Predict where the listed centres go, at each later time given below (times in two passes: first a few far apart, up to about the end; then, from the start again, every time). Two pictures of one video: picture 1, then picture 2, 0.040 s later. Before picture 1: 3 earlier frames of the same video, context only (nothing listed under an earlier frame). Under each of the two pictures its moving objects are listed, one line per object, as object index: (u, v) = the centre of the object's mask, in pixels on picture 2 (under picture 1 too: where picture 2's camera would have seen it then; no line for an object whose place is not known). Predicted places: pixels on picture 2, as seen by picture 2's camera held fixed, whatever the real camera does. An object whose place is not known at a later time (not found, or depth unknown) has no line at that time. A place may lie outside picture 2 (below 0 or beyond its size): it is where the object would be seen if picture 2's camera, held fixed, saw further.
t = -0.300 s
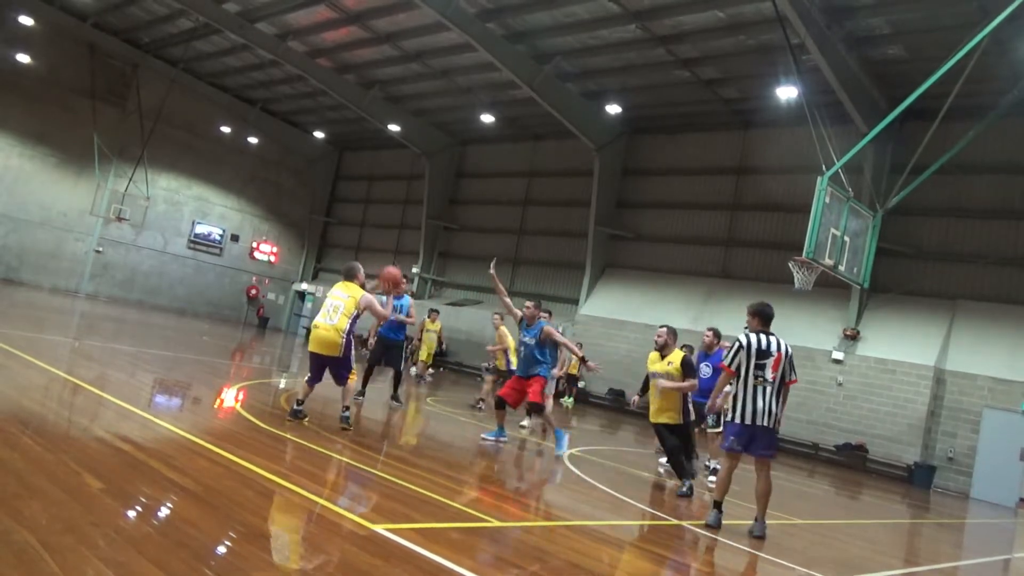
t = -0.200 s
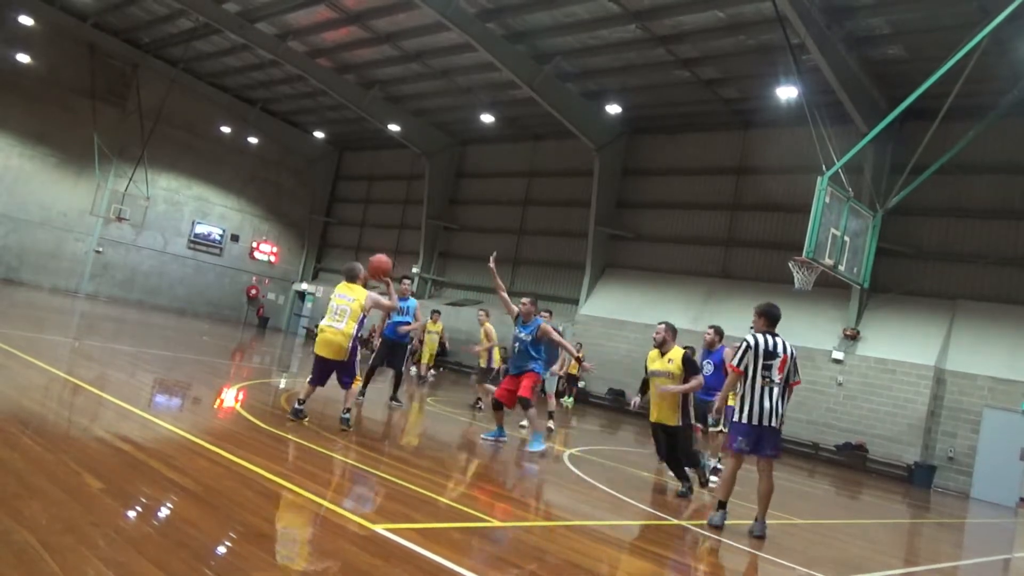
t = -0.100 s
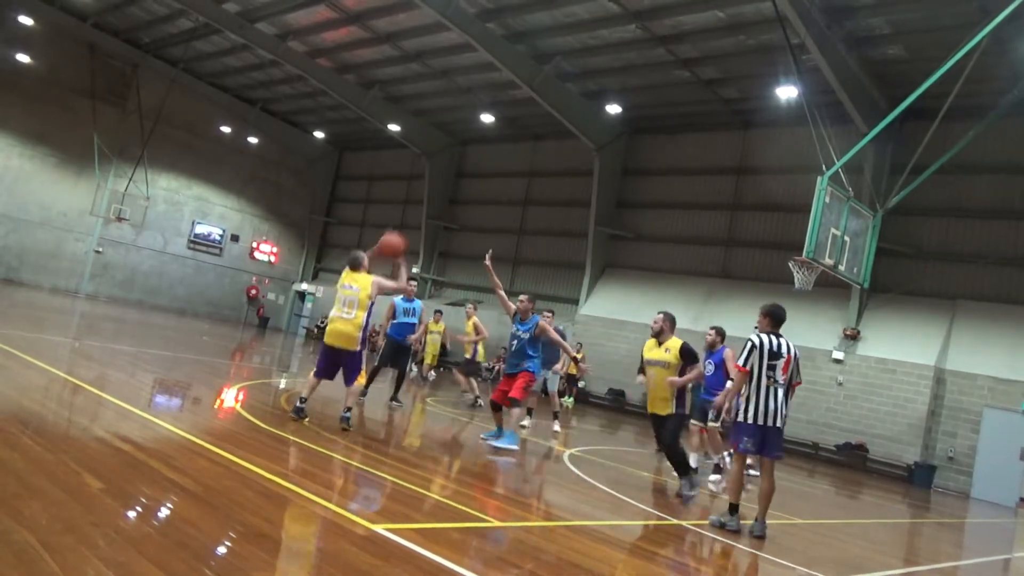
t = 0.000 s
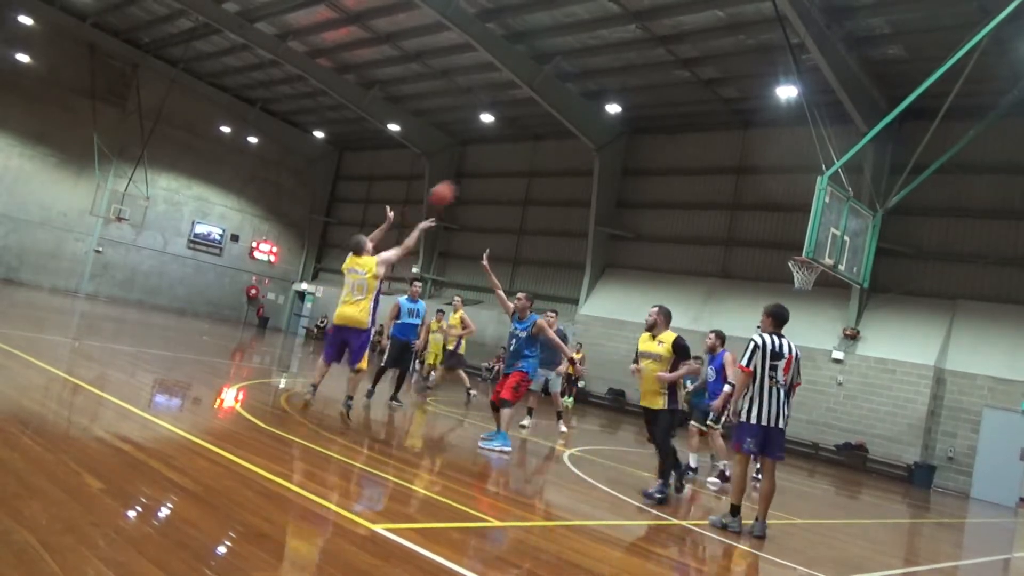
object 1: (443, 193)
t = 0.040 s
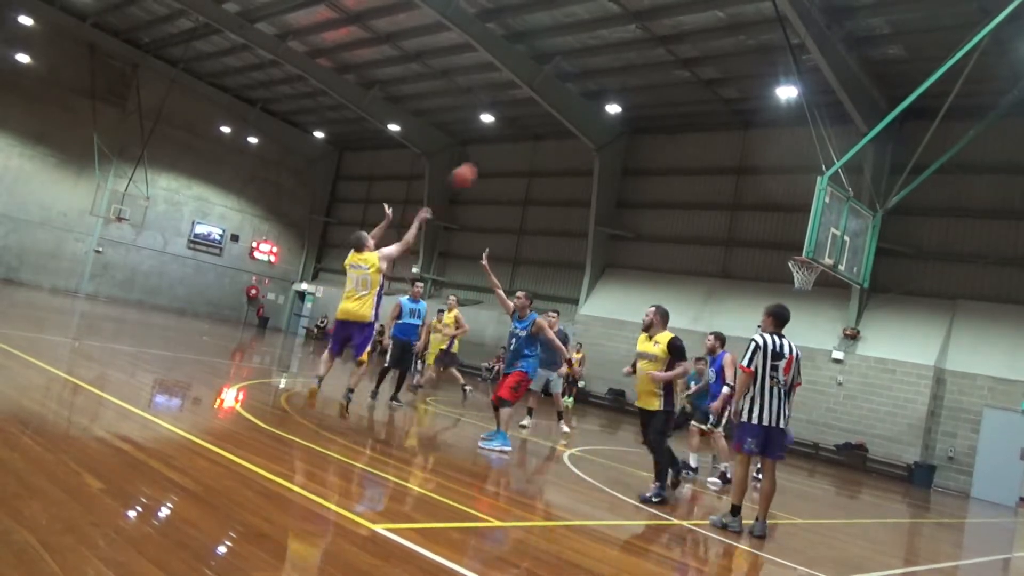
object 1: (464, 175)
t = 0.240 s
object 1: (559, 114)
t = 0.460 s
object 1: (641, 93)
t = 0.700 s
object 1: (711, 114)
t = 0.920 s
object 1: (760, 167)
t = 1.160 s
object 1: (798, 255)
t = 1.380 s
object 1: (818, 293)
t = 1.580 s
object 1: (825, 339)
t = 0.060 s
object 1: (475, 167)
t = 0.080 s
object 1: (485, 159)
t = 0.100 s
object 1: (495, 151)
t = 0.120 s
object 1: (506, 143)
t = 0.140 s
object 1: (515, 138)
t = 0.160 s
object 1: (524, 133)
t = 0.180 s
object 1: (532, 129)
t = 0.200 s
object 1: (542, 124)
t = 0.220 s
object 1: (551, 119)
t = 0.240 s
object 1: (559, 114)
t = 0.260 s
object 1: (567, 111)
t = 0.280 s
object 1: (576, 107)
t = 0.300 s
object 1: (584, 103)
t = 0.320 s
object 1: (592, 101)
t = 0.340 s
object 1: (599, 99)
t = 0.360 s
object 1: (605, 97)
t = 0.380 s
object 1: (613, 95)
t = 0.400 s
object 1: (621, 94)
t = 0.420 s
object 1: (627, 93)
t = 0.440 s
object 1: (634, 93)
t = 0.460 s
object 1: (641, 93)
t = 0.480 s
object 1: (648, 93)
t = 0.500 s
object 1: (654, 93)
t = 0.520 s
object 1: (660, 94)
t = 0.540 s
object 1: (666, 95)
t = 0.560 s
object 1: (672, 96)
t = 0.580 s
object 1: (678, 99)
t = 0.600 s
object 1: (684, 100)
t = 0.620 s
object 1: (690, 102)
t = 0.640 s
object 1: (695, 105)
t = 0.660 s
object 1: (700, 107)
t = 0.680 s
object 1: (705, 110)
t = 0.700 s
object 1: (711, 114)
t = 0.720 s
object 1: (716, 118)
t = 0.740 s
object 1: (720, 121)
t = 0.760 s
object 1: (725, 125)
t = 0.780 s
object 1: (730, 129)
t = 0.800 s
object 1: (735, 134)
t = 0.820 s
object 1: (739, 139)
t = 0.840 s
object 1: (743, 144)
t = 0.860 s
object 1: (747, 149)
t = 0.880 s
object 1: (751, 155)
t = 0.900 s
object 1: (756, 161)
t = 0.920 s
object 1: (760, 167)
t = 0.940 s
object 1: (763, 173)
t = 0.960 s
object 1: (767, 179)
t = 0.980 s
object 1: (770, 186)
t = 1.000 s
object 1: (774, 194)
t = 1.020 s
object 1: (778, 200)
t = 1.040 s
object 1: (782, 207)
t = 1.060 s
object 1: (785, 214)
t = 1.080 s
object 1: (788, 222)
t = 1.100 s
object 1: (792, 231)
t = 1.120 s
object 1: (794, 239)
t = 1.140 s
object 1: (796, 247)
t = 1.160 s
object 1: (798, 255)
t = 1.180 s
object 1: (803, 265)
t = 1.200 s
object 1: (807, 270)
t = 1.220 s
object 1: (809, 275)
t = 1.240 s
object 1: (810, 278)
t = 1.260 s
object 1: (810, 279)
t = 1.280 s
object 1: (811, 281)
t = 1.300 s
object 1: (812, 282)
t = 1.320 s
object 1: (813, 284)
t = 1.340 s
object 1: (815, 286)
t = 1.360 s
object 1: (817, 290)
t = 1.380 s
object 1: (818, 293)
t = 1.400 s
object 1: (819, 297)
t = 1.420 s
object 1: (820, 300)
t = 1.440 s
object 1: (821, 304)
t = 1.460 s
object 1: (821, 308)
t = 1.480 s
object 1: (822, 314)
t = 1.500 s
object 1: (823, 318)
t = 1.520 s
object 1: (823, 323)
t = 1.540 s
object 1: (824, 328)
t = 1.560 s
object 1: (825, 333)
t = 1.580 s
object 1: (825, 339)
